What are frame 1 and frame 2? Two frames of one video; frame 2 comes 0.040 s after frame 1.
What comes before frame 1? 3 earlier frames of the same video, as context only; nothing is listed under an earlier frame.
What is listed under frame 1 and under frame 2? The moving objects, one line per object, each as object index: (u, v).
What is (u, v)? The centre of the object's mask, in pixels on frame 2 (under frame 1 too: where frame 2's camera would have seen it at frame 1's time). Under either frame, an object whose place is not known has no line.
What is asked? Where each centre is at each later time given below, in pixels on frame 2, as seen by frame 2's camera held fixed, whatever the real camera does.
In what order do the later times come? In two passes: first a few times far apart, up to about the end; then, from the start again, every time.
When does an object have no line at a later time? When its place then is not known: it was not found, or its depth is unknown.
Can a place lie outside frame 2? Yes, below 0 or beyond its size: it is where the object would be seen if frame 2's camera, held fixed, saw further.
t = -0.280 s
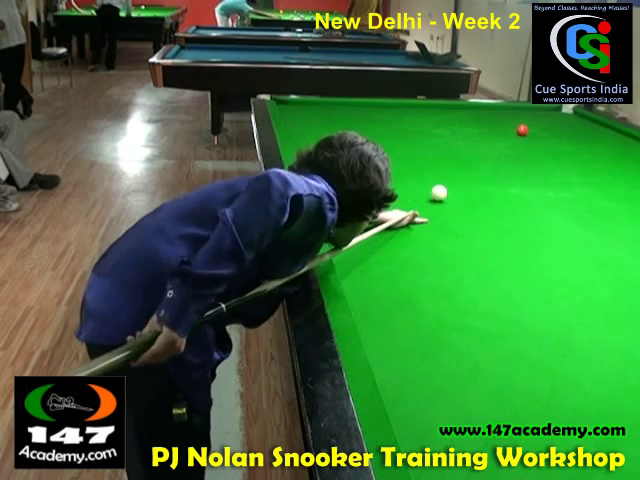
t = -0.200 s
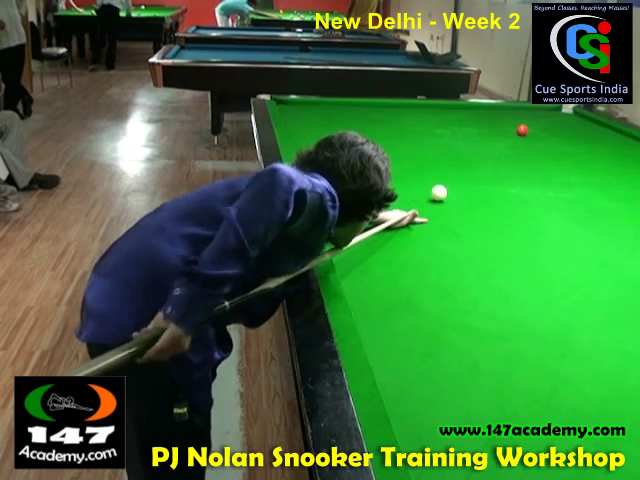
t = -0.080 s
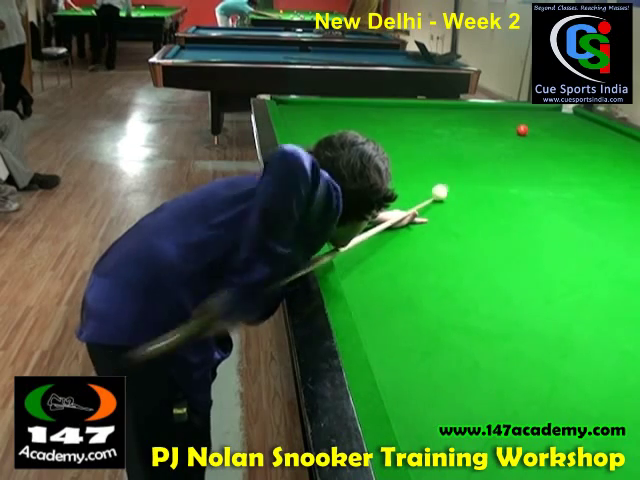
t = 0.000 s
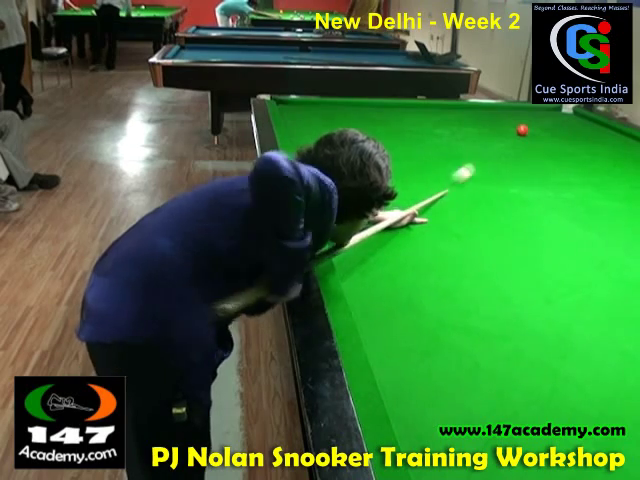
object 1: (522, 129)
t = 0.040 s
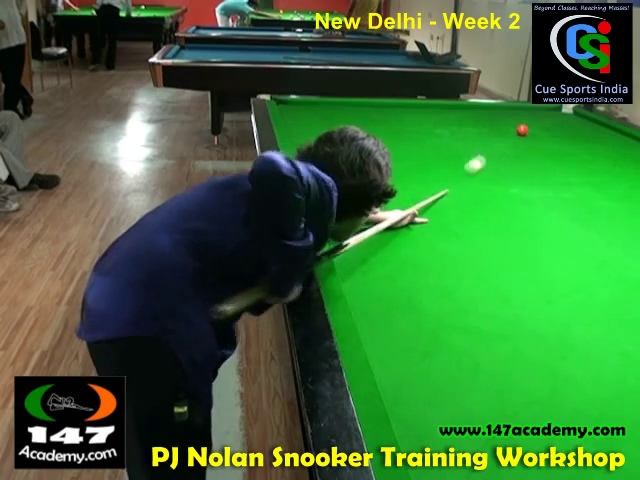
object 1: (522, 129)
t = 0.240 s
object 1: (524, 128)
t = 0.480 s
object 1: (559, 112)
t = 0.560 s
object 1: (568, 108)
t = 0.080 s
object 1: (522, 129)
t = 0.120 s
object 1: (522, 129)
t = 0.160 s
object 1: (522, 129)
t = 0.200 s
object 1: (522, 129)
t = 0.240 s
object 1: (524, 128)
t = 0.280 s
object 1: (528, 126)
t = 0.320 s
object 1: (535, 123)
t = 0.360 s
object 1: (542, 120)
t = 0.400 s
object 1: (549, 117)
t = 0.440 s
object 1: (554, 115)
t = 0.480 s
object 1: (559, 112)
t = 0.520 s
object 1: (564, 109)
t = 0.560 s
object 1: (568, 108)
